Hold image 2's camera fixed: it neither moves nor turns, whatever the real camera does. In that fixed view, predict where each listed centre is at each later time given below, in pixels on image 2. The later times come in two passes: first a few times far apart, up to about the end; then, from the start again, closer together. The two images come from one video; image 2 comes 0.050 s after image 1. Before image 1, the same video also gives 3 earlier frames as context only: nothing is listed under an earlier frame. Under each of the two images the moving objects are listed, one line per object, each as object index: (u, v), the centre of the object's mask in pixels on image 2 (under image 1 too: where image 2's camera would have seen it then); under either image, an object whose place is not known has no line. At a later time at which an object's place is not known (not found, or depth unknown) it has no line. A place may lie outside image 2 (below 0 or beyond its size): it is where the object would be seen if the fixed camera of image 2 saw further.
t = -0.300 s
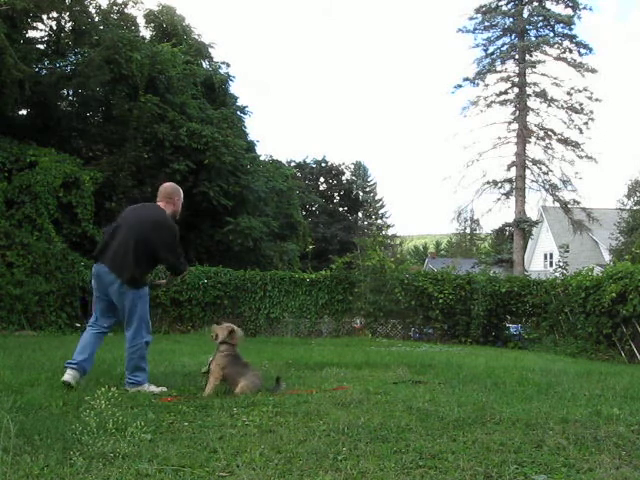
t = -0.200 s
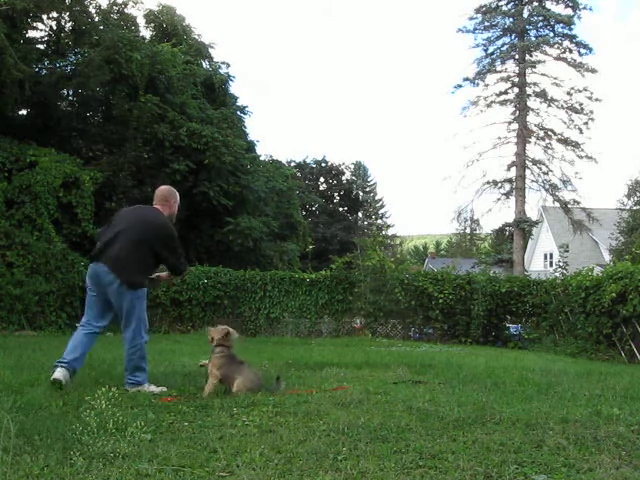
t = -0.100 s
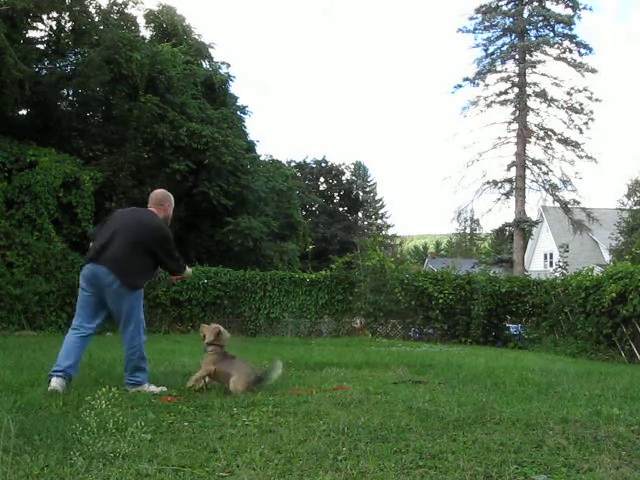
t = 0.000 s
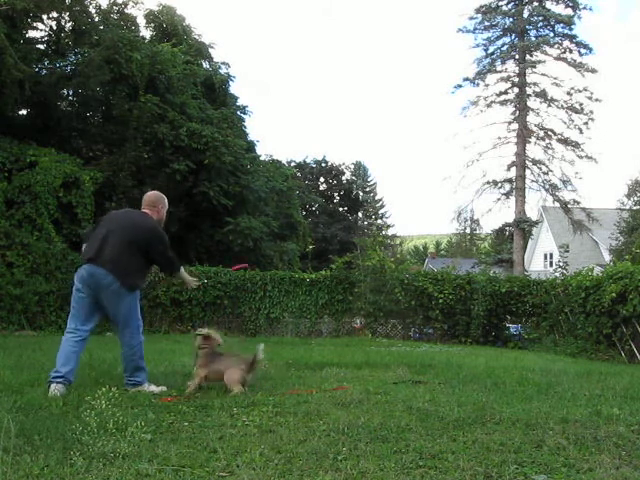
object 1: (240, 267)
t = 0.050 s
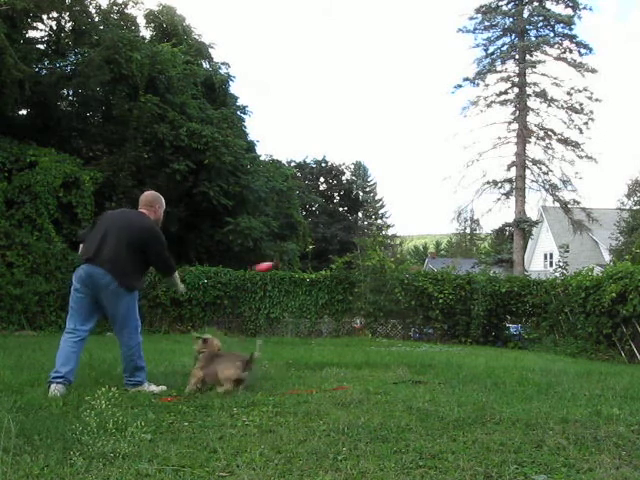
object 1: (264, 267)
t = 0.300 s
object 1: (362, 278)
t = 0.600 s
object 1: (440, 312)
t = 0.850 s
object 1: (481, 346)
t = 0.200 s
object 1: (327, 271)
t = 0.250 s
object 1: (344, 274)
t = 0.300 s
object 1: (362, 278)
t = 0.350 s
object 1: (378, 283)
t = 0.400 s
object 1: (392, 288)
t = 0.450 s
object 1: (406, 294)
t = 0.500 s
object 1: (419, 300)
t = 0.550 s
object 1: (430, 306)
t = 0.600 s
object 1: (440, 312)
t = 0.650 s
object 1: (449, 320)
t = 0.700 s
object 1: (458, 325)
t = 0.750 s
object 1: (466, 332)
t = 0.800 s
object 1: (474, 339)
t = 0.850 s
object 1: (481, 346)
